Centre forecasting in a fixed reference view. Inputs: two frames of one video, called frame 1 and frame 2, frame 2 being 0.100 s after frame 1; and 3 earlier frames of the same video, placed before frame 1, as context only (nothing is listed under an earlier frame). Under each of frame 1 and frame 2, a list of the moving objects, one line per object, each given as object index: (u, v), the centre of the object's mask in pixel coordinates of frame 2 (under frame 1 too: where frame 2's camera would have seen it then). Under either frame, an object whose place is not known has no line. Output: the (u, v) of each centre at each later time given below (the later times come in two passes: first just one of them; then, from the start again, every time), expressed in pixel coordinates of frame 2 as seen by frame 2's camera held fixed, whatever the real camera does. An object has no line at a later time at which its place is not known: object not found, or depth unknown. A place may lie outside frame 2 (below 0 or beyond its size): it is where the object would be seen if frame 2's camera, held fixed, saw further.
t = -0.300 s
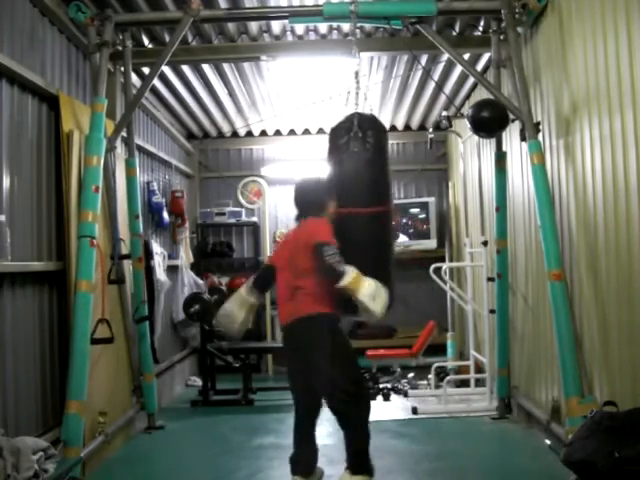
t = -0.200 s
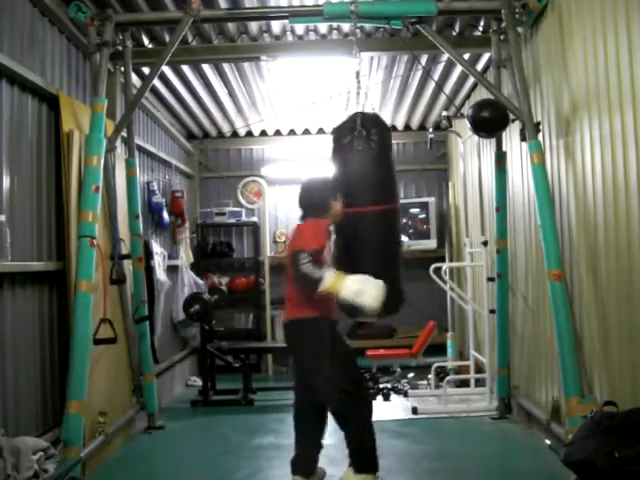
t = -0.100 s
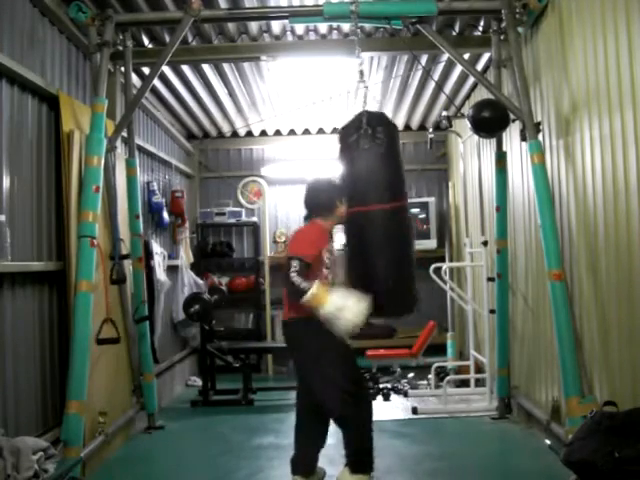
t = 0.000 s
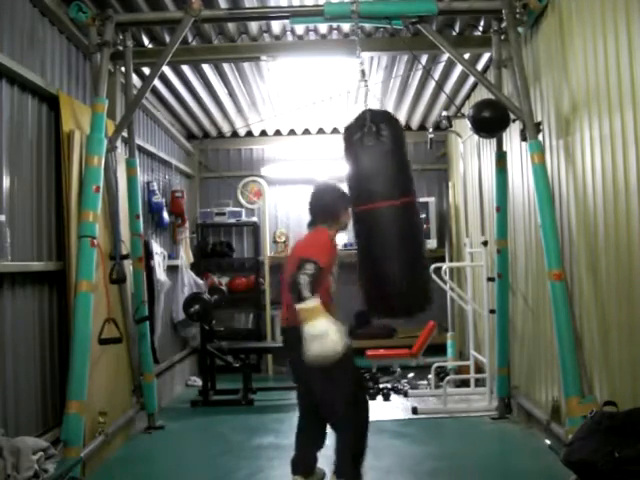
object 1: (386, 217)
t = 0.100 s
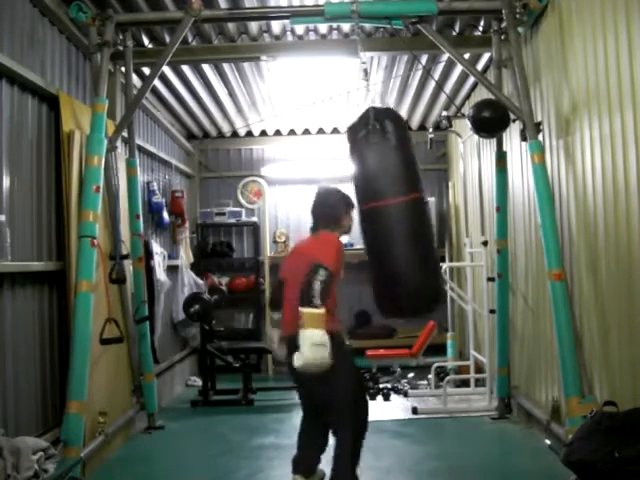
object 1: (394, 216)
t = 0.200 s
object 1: (400, 215)
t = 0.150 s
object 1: (397, 215)
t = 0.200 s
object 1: (400, 215)
